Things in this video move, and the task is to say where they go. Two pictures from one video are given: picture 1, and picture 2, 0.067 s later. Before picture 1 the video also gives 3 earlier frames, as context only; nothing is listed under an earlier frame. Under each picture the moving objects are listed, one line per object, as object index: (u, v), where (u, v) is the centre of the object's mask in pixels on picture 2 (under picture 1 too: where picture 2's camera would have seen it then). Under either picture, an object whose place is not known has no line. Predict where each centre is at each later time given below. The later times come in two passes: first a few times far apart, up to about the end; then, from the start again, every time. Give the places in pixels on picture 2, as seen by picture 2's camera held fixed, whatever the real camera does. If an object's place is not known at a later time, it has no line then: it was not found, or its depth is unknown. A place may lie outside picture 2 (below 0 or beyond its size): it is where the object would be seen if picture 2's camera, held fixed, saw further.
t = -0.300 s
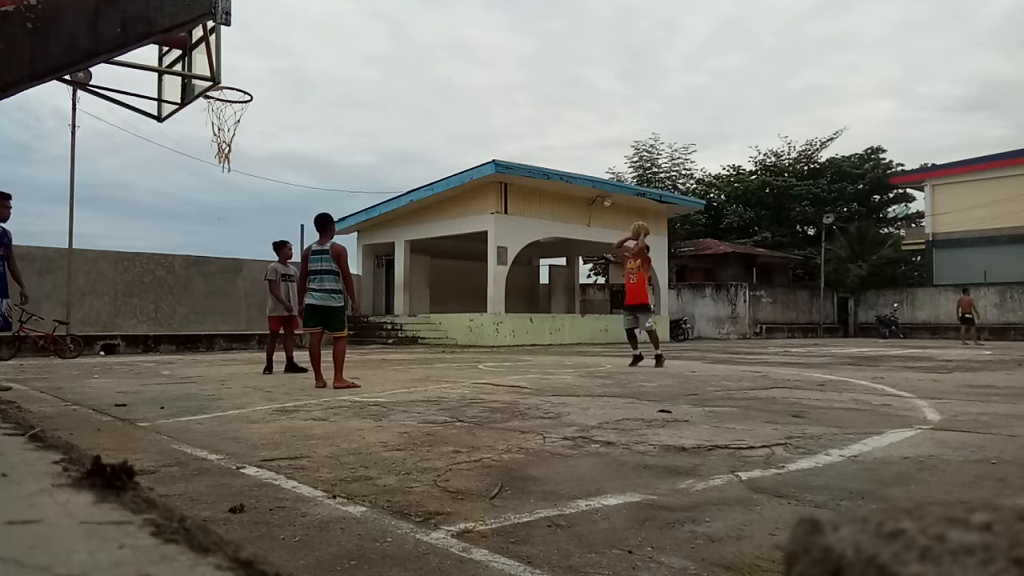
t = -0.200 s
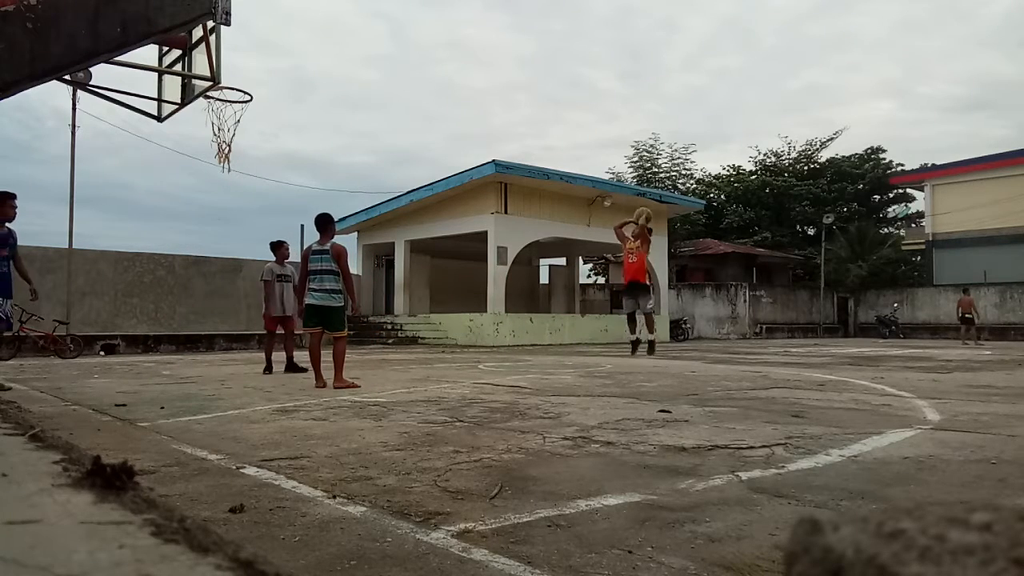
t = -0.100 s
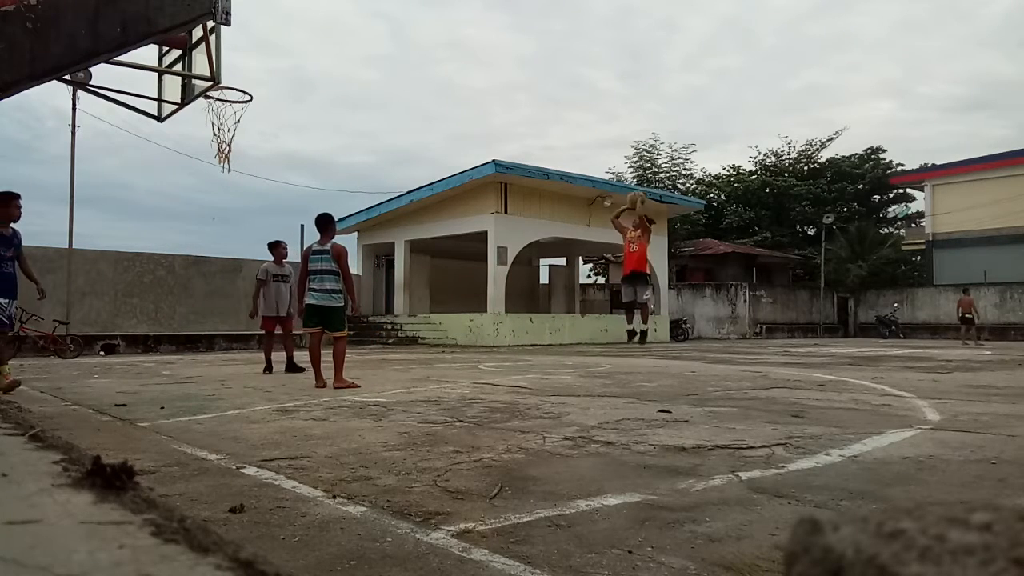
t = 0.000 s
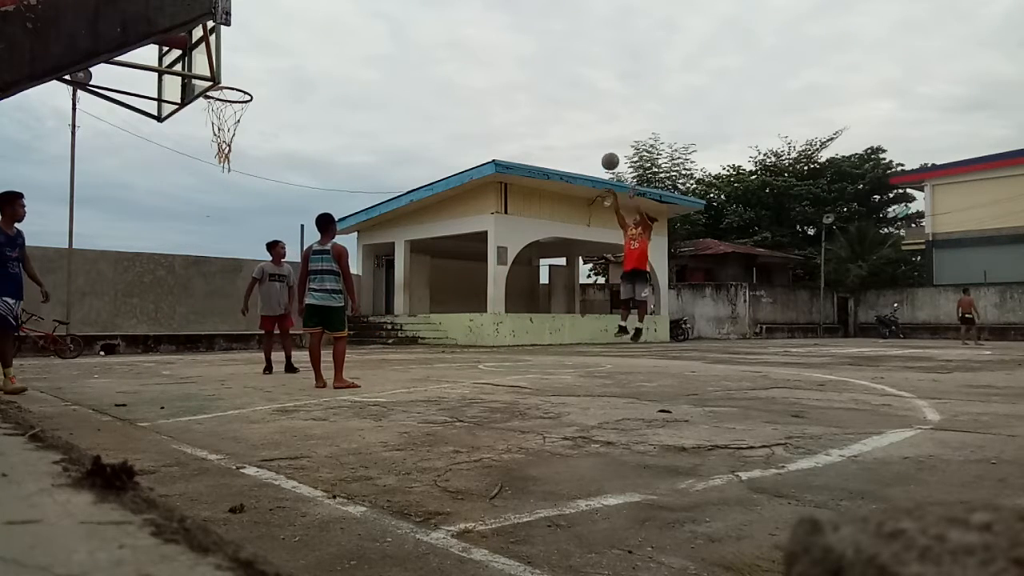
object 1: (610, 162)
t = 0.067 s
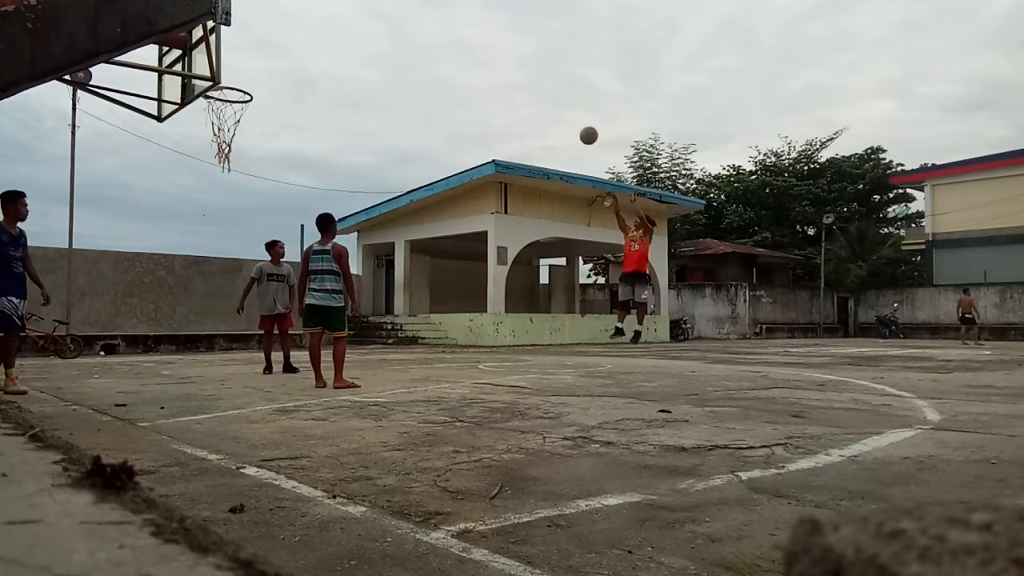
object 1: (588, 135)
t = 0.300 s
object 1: (509, 65)
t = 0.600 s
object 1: (394, 27)
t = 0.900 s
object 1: (260, 65)
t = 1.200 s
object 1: (241, 133)
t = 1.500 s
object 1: (237, 172)
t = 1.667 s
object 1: (234, 229)
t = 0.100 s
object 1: (578, 123)
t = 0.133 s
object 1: (567, 112)
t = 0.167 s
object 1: (555, 101)
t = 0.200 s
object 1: (544, 91)
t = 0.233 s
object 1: (533, 82)
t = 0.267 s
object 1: (521, 73)
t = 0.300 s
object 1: (509, 65)
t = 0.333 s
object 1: (497, 58)
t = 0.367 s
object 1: (485, 51)
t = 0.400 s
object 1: (473, 45)
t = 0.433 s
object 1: (460, 40)
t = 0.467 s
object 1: (448, 36)
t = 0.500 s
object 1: (435, 32)
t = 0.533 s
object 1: (421, 30)
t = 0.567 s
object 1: (408, 28)
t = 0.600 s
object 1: (394, 27)
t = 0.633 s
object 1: (381, 28)
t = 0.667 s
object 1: (366, 29)
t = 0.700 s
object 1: (352, 31)
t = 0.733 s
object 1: (337, 34)
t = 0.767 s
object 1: (322, 38)
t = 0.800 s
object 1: (307, 43)
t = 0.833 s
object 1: (292, 49)
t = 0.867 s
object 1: (276, 56)
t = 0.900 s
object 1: (260, 65)
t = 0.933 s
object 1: (243, 74)
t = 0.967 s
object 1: (229, 86)
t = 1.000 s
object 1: (216, 98)
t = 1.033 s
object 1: (223, 108)
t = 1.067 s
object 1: (231, 121)
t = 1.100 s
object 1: (237, 132)
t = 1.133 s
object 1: (240, 135)
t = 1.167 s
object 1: (241, 134)
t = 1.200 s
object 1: (241, 133)
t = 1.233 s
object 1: (240, 133)
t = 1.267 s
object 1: (240, 135)
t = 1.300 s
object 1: (240, 137)
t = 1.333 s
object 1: (239, 140)
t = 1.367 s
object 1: (238, 145)
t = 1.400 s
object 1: (238, 150)
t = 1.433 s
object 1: (238, 156)
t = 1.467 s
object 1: (237, 163)
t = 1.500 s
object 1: (237, 172)
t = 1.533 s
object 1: (236, 181)
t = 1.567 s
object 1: (235, 191)
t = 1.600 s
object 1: (235, 203)
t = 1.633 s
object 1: (235, 216)
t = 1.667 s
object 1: (234, 229)
